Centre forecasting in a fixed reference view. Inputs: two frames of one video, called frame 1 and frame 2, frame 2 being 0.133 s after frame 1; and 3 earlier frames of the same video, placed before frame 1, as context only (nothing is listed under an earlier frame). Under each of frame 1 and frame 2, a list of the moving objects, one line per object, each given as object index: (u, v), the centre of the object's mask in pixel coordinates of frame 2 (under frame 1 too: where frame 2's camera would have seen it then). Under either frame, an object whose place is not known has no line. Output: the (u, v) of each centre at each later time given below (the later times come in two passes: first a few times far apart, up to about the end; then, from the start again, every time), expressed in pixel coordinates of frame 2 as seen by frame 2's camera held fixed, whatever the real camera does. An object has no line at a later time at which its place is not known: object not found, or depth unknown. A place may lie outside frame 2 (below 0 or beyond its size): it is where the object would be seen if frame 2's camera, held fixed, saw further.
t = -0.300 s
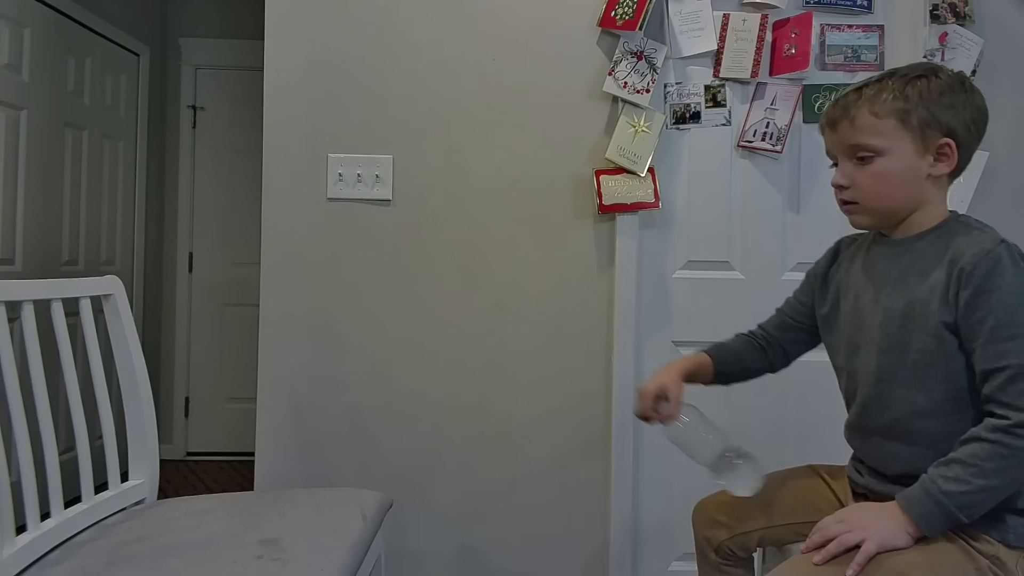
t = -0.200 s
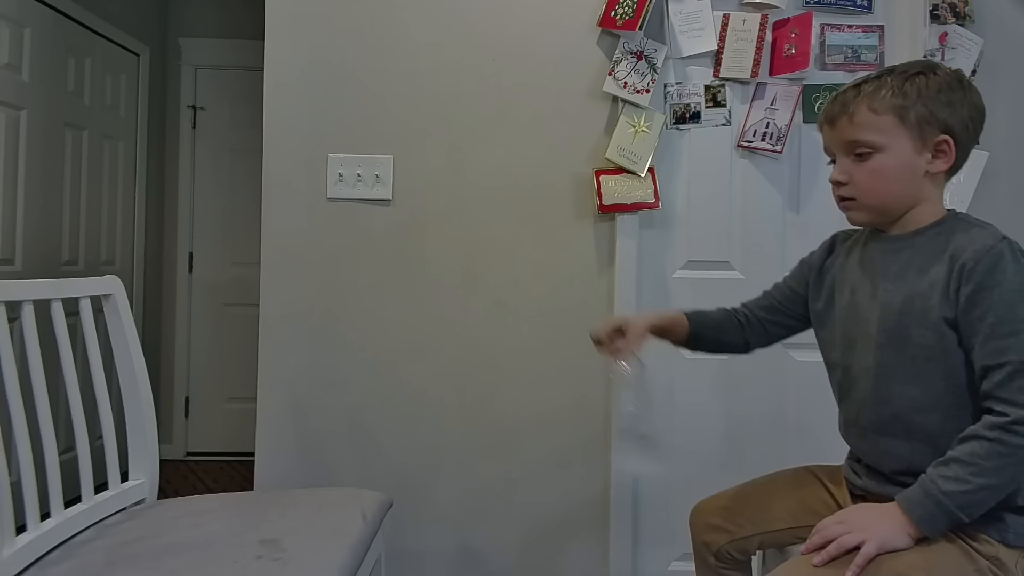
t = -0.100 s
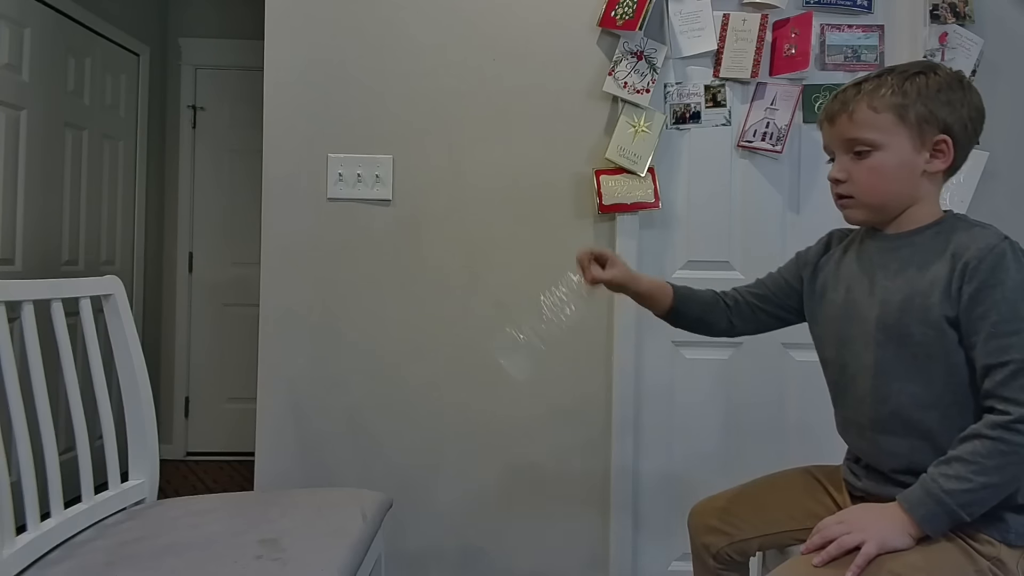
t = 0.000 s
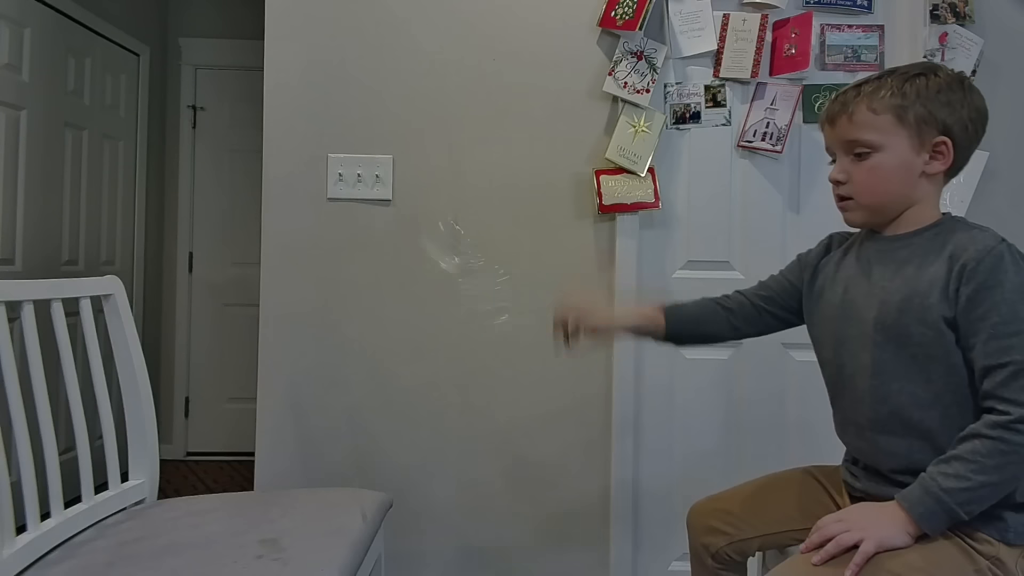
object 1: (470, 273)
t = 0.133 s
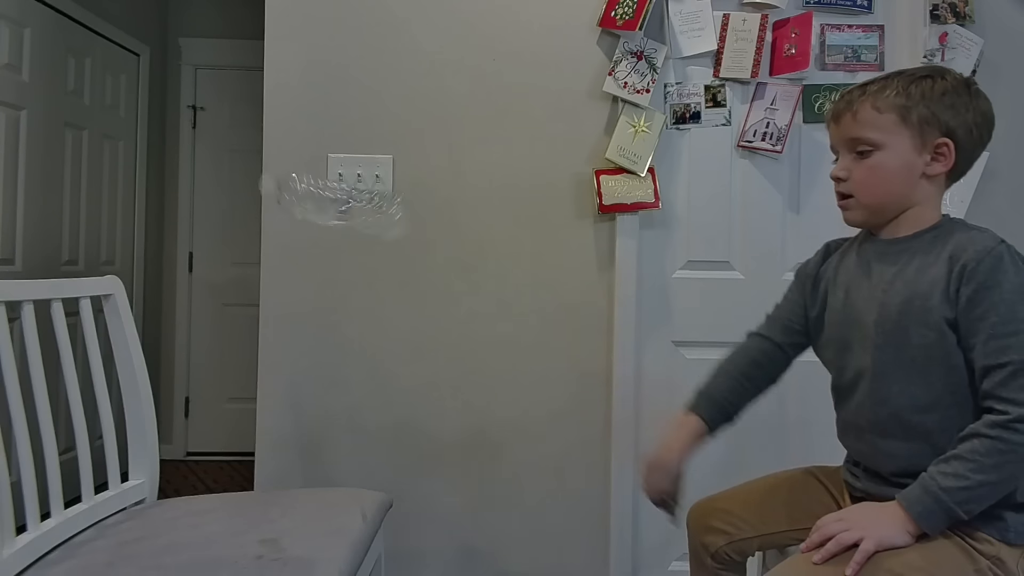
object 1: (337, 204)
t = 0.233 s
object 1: (286, 245)
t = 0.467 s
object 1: (177, 480)
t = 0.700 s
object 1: (153, 478)
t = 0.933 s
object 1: (185, 477)
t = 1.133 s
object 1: (174, 478)
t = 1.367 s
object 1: (175, 478)
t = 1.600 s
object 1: (176, 478)
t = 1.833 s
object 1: (176, 478)
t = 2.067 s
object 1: (176, 478)
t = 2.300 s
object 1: (176, 478)
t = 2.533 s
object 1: (176, 478)
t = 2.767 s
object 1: (176, 478)
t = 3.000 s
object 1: (176, 478)
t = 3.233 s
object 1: (176, 478)
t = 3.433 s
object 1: (176, 478)
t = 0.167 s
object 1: (323, 206)
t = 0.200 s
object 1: (306, 221)
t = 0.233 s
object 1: (286, 245)
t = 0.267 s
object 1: (268, 282)
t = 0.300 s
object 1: (244, 323)
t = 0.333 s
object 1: (229, 379)
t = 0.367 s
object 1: (208, 442)
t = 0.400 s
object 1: (192, 488)
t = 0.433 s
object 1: (184, 484)
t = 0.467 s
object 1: (177, 480)
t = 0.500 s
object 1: (170, 479)
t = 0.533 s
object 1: (164, 478)
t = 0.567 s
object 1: (160, 478)
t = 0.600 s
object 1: (156, 479)
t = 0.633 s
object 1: (153, 479)
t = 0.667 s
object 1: (153, 479)
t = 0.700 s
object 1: (153, 478)
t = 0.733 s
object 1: (154, 478)
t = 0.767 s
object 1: (157, 478)
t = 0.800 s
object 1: (164, 478)
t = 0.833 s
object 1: (173, 478)
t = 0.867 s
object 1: (180, 477)
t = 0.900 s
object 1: (185, 477)
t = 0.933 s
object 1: (185, 477)
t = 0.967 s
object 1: (183, 477)
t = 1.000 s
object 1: (178, 477)
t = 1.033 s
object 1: (174, 478)
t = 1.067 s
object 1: (172, 478)
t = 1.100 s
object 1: (173, 478)
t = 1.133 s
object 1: (174, 478)
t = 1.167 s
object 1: (175, 478)
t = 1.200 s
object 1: (176, 478)
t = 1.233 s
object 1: (176, 478)
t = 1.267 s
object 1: (177, 478)
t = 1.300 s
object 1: (177, 478)
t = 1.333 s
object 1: (176, 478)
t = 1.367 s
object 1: (175, 478)
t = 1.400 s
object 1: (175, 478)
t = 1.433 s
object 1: (175, 478)
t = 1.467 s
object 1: (176, 478)
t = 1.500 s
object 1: (176, 478)
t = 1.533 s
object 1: (176, 478)
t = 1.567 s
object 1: (176, 478)
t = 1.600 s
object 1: (176, 478)
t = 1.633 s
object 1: (175, 478)
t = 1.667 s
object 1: (175, 478)
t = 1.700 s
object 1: (175, 478)
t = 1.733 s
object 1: (176, 478)
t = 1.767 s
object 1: (176, 478)
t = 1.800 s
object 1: (176, 478)
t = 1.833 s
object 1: (176, 478)
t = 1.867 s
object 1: (176, 478)
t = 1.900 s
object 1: (176, 478)
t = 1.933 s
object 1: (176, 478)
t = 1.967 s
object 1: (176, 478)
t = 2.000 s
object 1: (176, 478)
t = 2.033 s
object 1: (176, 478)
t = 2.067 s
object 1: (176, 478)
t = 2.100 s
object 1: (176, 478)
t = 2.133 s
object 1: (176, 478)
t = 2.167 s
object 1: (176, 478)
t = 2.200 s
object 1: (176, 478)
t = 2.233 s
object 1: (176, 478)
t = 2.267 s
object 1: (176, 478)
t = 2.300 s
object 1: (176, 478)
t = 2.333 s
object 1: (176, 478)
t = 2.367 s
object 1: (176, 478)
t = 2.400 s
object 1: (176, 478)
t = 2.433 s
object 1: (176, 478)
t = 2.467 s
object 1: (176, 478)
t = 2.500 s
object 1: (176, 478)
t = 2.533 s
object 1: (176, 478)
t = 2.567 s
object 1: (176, 478)
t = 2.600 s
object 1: (176, 478)
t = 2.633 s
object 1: (176, 478)
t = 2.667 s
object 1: (176, 478)
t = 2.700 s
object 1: (176, 478)
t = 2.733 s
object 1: (176, 478)
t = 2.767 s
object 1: (176, 478)
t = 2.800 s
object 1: (176, 478)
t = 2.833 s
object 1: (176, 478)
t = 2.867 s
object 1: (176, 478)
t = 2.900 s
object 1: (176, 478)
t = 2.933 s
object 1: (176, 478)
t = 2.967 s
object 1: (176, 478)
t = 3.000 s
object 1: (176, 478)
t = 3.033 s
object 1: (176, 478)
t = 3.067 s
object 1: (176, 478)
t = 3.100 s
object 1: (176, 478)
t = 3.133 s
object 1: (176, 478)
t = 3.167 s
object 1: (176, 478)
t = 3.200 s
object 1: (176, 478)
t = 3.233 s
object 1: (176, 478)
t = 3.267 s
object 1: (176, 478)
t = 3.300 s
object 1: (176, 478)
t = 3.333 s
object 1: (176, 478)
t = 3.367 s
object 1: (176, 478)
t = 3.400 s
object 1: (176, 478)
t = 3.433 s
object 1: (176, 478)
